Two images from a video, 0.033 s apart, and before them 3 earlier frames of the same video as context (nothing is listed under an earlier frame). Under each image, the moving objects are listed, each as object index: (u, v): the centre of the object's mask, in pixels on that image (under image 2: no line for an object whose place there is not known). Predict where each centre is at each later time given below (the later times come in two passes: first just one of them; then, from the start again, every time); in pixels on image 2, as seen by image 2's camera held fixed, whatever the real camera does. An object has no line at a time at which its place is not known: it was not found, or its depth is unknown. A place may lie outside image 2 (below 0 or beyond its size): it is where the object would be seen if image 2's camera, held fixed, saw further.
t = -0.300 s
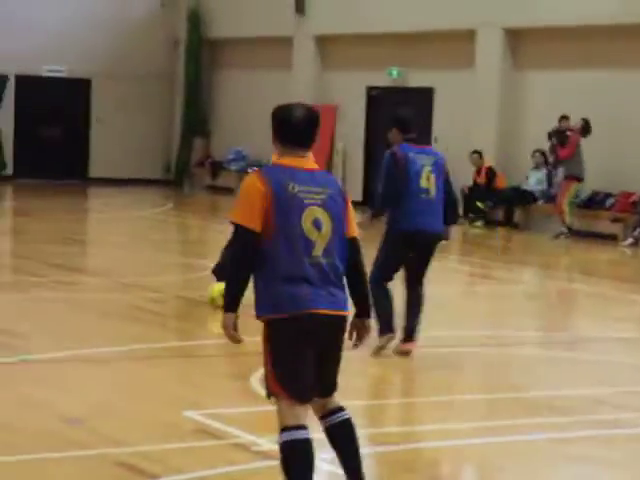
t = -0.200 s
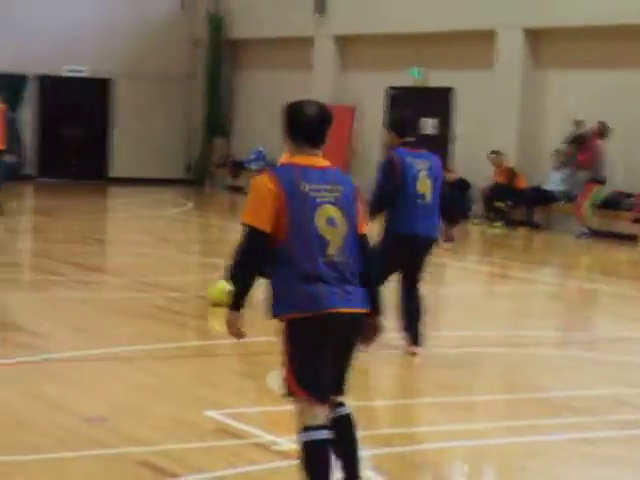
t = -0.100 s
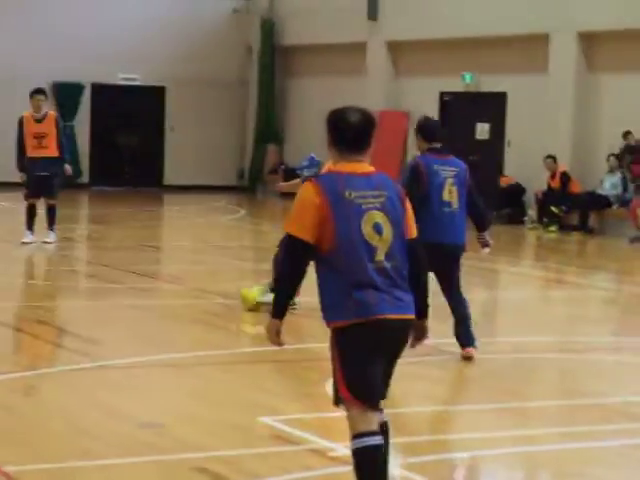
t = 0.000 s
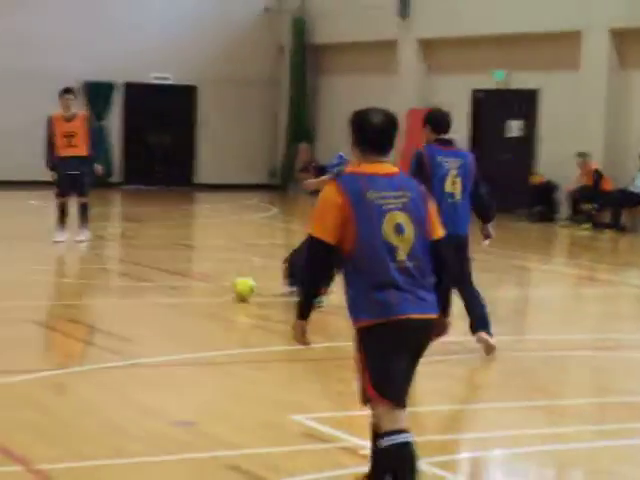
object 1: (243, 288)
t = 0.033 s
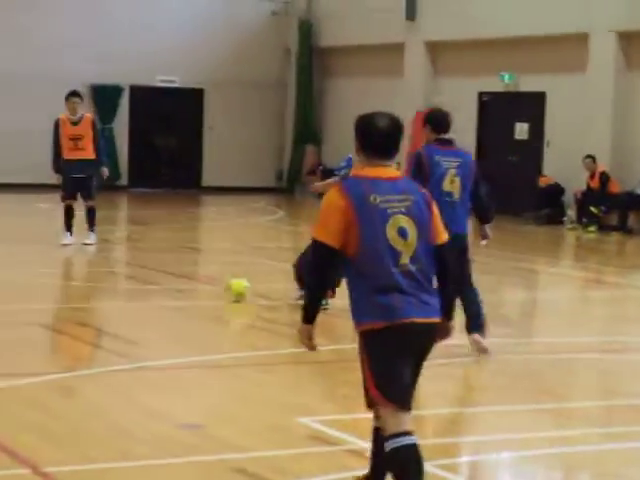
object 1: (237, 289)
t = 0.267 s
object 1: (165, 275)
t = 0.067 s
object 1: (225, 287)
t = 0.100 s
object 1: (214, 285)
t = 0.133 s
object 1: (204, 283)
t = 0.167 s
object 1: (193, 281)
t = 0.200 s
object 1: (183, 279)
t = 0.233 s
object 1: (175, 278)
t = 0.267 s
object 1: (165, 275)
